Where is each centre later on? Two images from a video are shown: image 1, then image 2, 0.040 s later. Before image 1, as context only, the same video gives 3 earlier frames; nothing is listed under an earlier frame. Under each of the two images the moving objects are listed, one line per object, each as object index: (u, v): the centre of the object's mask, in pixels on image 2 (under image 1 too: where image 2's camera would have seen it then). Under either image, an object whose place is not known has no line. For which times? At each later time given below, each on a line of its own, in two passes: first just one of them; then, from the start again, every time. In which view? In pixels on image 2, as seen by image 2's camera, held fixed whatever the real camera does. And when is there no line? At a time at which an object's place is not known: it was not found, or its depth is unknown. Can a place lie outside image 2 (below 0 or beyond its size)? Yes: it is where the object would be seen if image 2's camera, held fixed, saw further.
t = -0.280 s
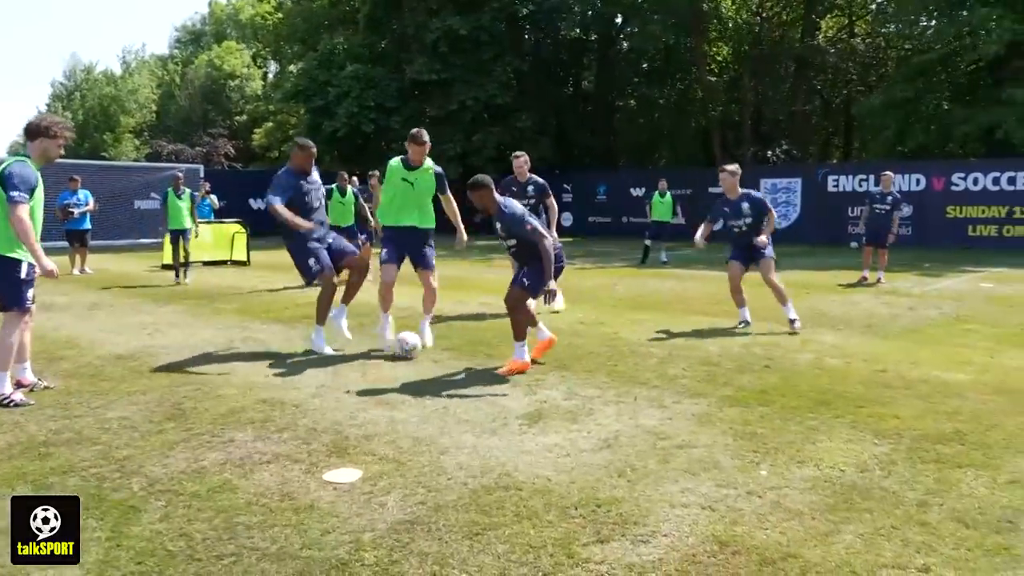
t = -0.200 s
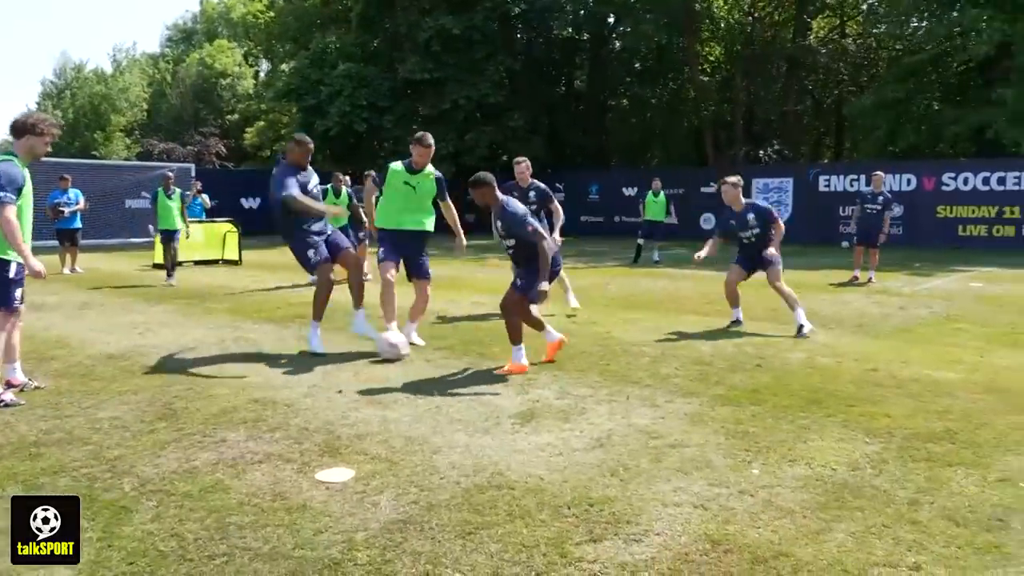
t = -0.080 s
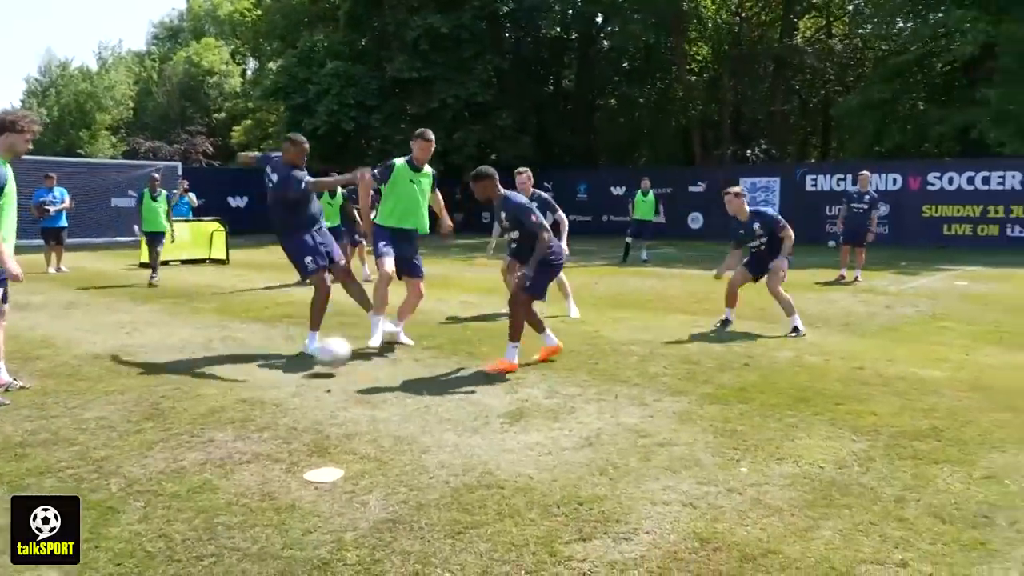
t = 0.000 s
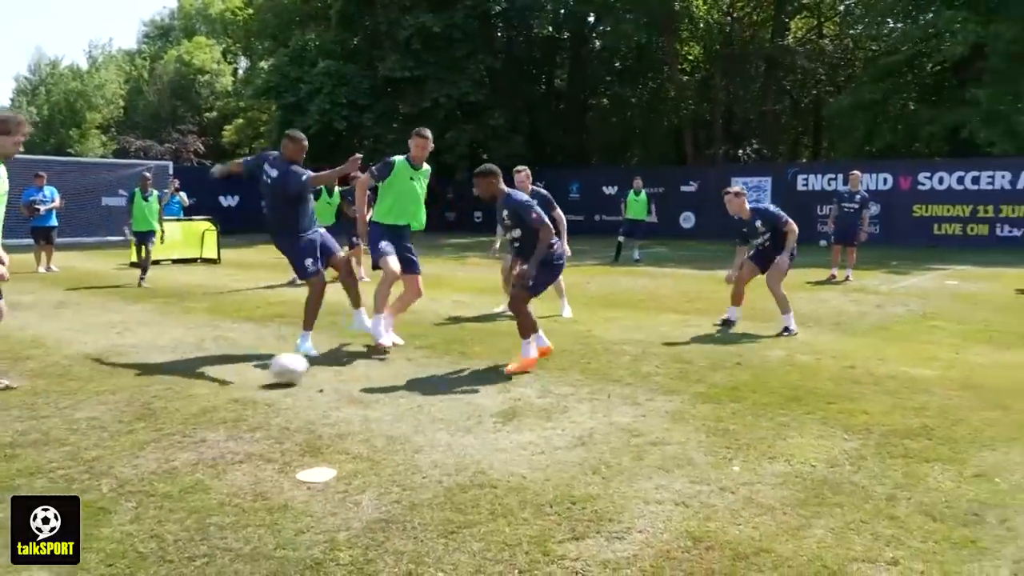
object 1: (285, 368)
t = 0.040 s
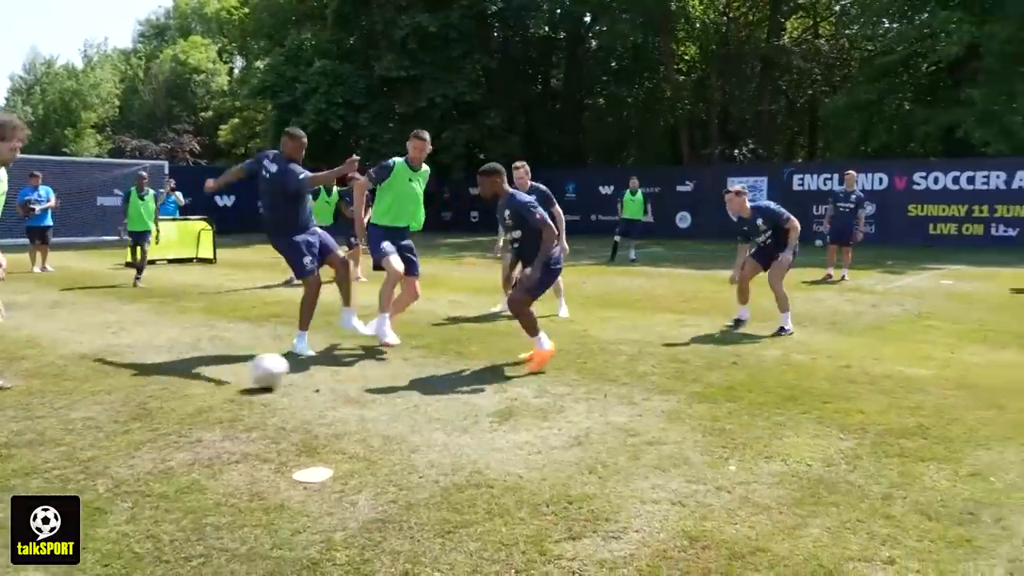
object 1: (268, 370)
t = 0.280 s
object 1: (171, 402)
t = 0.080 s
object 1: (251, 374)
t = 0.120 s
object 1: (235, 379)
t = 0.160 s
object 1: (217, 387)
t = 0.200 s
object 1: (201, 392)
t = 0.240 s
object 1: (186, 396)
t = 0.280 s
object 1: (171, 402)
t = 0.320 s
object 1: (155, 407)
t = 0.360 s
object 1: (138, 412)
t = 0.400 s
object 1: (121, 417)
